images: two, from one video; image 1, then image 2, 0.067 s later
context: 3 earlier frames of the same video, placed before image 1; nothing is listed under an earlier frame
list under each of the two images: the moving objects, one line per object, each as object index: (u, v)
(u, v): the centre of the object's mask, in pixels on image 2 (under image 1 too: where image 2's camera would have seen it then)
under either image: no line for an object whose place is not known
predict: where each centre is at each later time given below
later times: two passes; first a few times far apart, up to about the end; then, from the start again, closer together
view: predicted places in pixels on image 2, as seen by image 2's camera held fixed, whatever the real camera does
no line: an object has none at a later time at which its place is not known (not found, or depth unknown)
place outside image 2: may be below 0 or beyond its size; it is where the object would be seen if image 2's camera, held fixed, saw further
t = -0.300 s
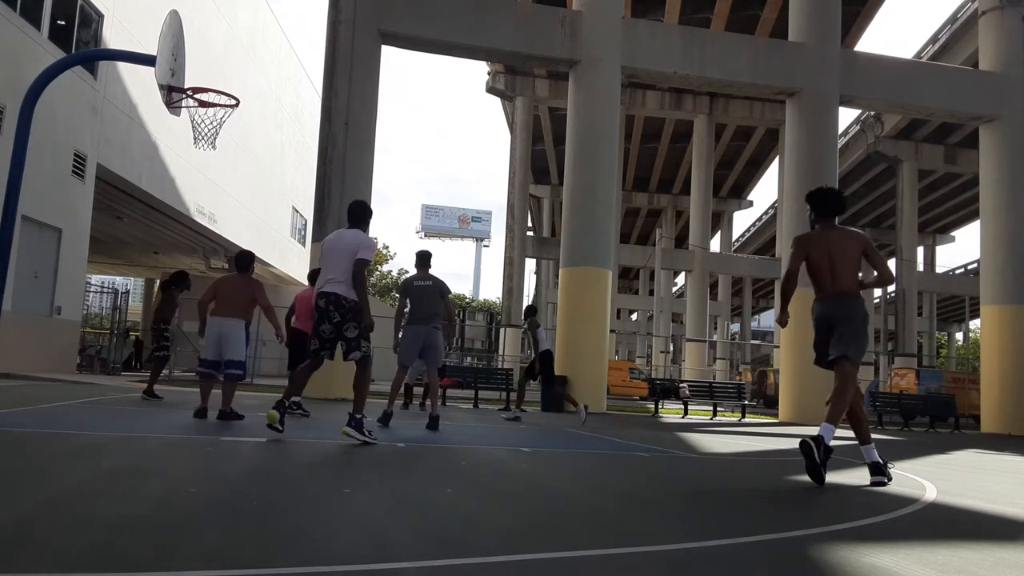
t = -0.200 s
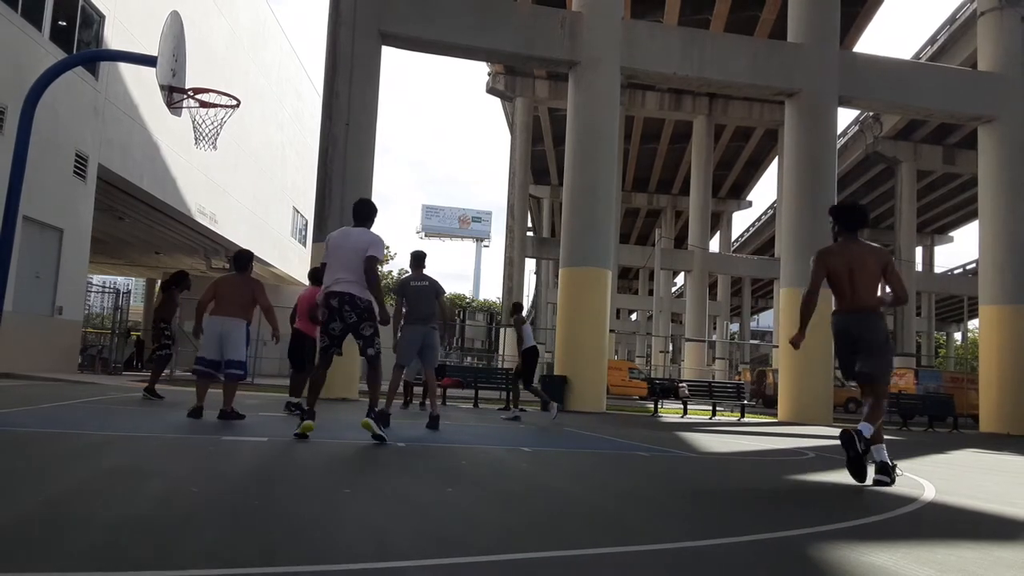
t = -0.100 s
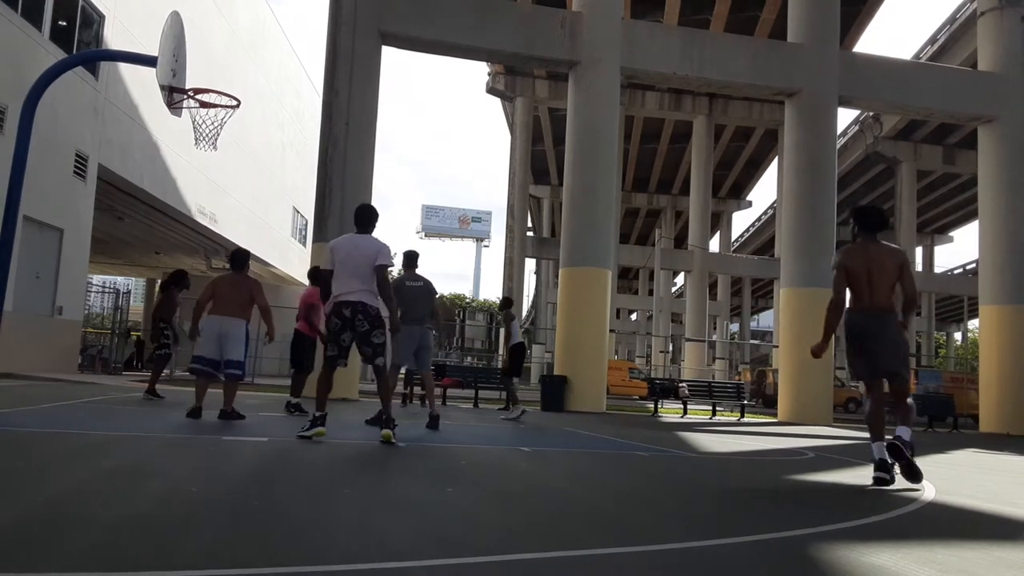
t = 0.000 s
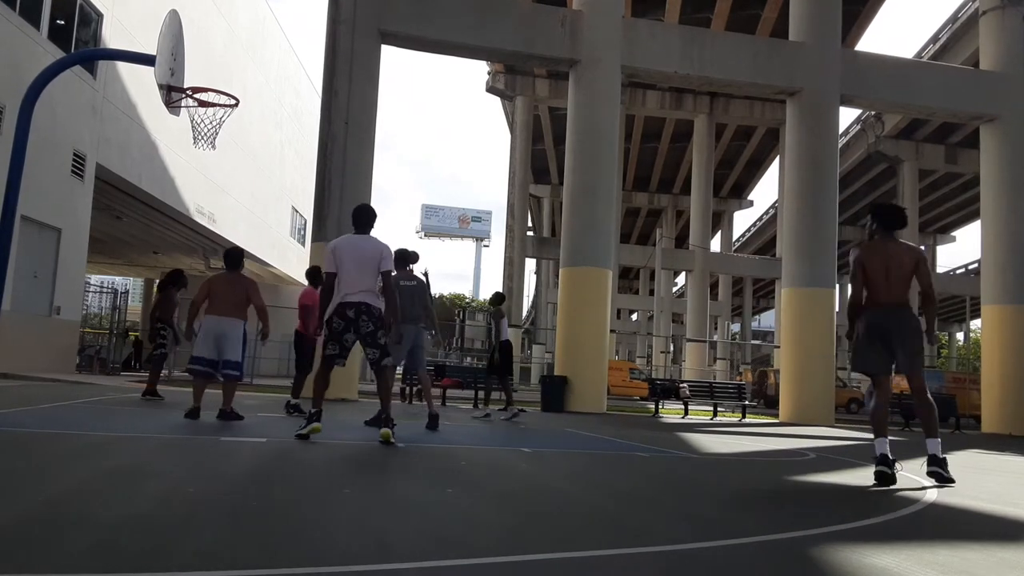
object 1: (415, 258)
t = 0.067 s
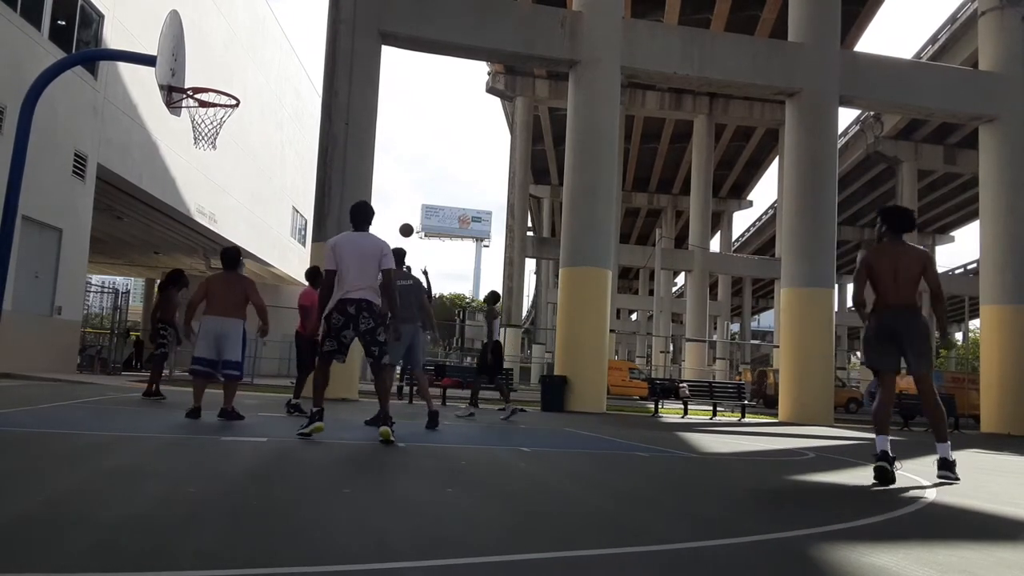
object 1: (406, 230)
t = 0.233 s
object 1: (389, 167)
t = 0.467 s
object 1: (358, 96)
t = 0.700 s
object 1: (318, 48)
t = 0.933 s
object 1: (263, 35)
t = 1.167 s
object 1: (185, 73)
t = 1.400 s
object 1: (205, 135)
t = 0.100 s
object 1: (403, 217)
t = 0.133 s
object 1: (400, 204)
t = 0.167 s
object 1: (397, 191)
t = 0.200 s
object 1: (393, 179)
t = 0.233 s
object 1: (389, 167)
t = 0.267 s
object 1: (385, 156)
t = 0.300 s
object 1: (382, 145)
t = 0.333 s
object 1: (377, 134)
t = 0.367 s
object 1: (372, 124)
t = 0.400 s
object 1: (368, 114)
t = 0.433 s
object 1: (363, 105)
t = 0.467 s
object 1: (358, 96)
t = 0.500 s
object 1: (353, 87)
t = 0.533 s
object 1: (348, 80)
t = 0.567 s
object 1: (343, 73)
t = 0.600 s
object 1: (337, 66)
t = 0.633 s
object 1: (330, 59)
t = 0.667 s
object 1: (324, 54)
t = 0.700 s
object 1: (318, 48)
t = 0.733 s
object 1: (311, 44)
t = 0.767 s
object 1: (304, 41)
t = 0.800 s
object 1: (296, 38)
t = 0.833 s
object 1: (288, 36)
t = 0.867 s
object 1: (280, 35)
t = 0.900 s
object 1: (272, 34)
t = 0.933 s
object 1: (263, 35)
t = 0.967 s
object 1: (253, 37)
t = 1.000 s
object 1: (243, 40)
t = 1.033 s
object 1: (233, 44)
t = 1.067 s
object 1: (222, 49)
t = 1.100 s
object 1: (211, 55)
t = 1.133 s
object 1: (198, 63)
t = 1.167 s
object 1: (185, 73)
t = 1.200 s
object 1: (178, 80)
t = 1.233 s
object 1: (183, 85)
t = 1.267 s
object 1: (188, 93)
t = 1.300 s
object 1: (192, 101)
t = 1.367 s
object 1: (201, 122)
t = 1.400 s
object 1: (205, 135)
